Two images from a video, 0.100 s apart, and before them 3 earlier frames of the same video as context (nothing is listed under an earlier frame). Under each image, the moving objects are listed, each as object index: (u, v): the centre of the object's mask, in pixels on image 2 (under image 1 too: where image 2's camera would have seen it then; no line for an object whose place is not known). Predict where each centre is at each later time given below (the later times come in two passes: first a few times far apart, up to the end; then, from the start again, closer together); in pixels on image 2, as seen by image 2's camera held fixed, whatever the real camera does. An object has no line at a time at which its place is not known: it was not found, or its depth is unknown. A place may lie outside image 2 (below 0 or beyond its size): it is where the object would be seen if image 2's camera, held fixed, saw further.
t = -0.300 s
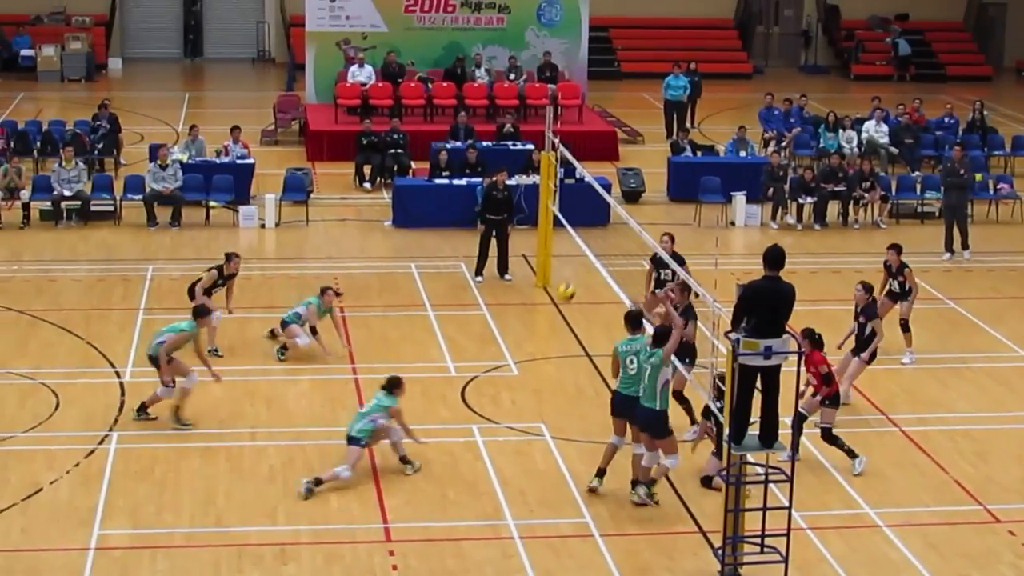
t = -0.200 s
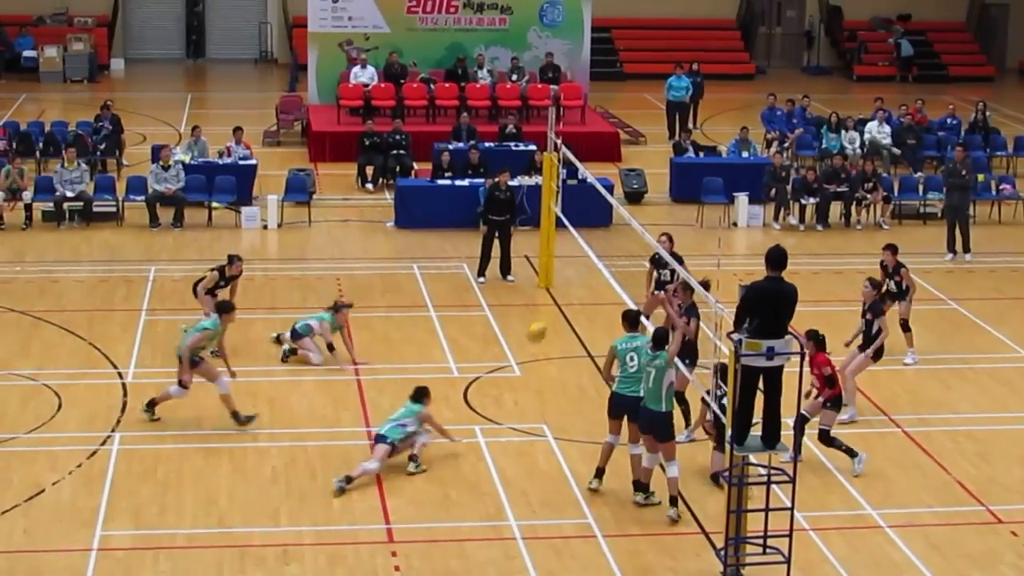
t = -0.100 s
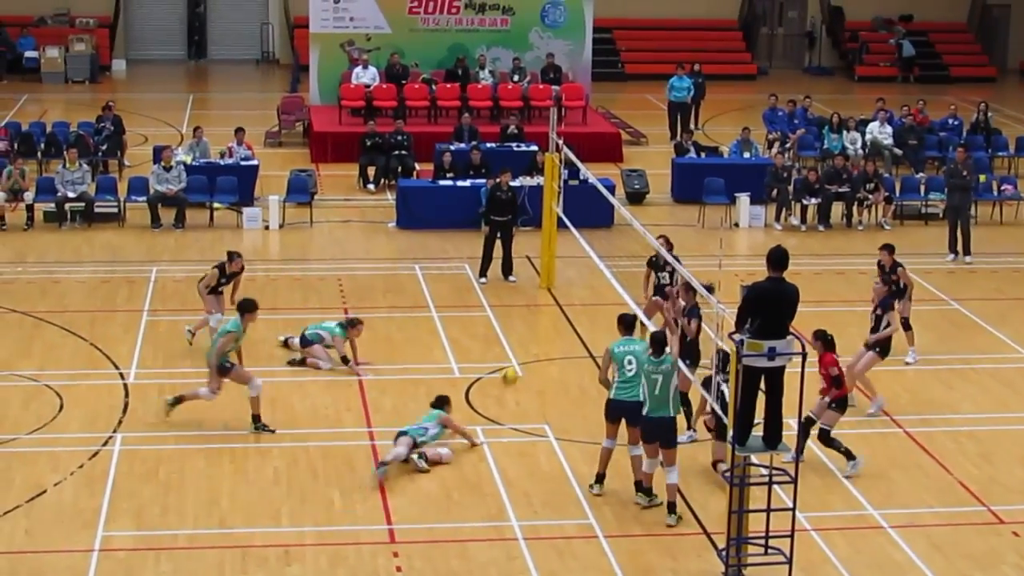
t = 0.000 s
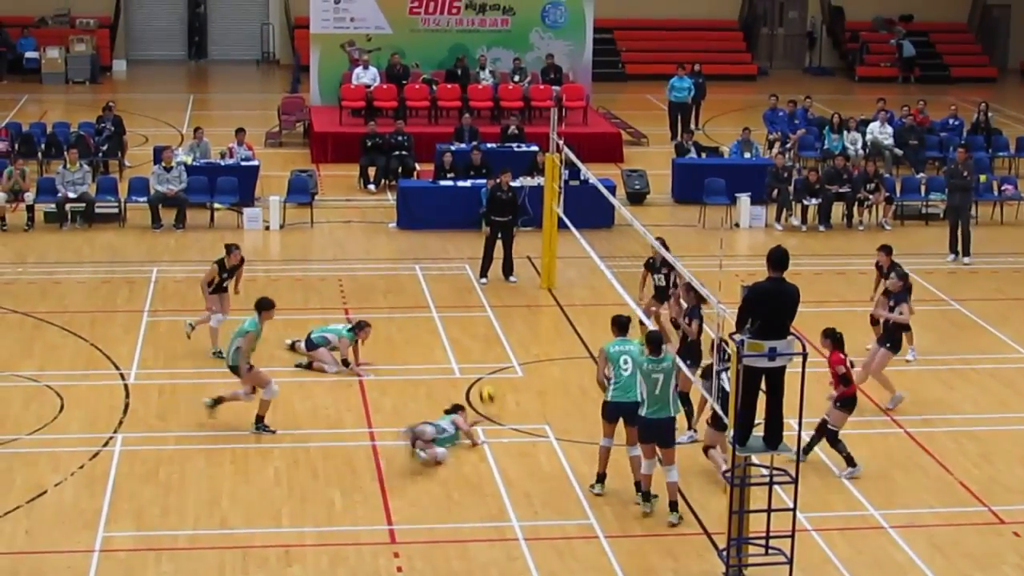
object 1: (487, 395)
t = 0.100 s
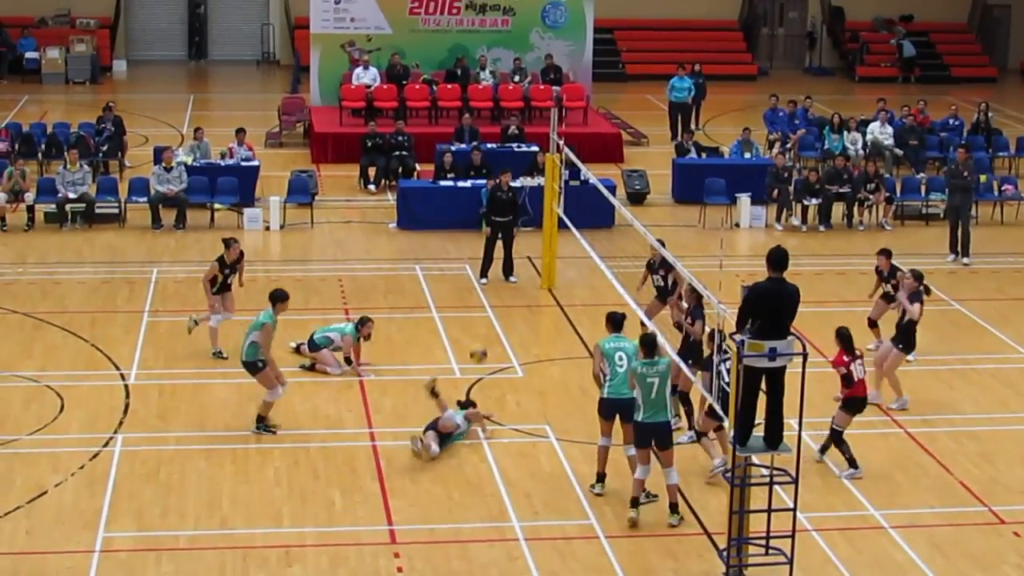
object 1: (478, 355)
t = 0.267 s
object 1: (461, 302)
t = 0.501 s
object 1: (438, 269)
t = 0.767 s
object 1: (413, 287)
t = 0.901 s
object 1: (400, 315)
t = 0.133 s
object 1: (475, 341)
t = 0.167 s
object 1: (471, 330)
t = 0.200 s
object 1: (468, 319)
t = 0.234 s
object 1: (465, 311)
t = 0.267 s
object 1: (461, 302)
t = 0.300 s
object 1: (458, 294)
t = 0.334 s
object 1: (455, 288)
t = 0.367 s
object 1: (451, 283)
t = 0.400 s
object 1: (449, 279)
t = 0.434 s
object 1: (445, 275)
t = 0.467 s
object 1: (442, 271)
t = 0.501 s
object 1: (438, 269)
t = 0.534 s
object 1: (435, 268)
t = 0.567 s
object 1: (433, 269)
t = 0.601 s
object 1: (429, 269)
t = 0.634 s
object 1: (426, 272)
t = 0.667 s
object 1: (422, 274)
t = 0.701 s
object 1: (419, 278)
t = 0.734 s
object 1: (417, 282)
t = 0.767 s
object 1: (413, 287)
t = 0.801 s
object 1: (410, 292)
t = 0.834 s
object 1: (406, 299)
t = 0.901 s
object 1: (400, 315)
